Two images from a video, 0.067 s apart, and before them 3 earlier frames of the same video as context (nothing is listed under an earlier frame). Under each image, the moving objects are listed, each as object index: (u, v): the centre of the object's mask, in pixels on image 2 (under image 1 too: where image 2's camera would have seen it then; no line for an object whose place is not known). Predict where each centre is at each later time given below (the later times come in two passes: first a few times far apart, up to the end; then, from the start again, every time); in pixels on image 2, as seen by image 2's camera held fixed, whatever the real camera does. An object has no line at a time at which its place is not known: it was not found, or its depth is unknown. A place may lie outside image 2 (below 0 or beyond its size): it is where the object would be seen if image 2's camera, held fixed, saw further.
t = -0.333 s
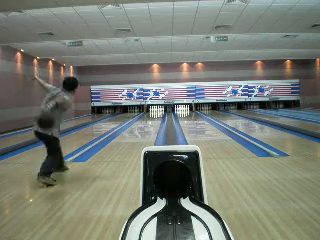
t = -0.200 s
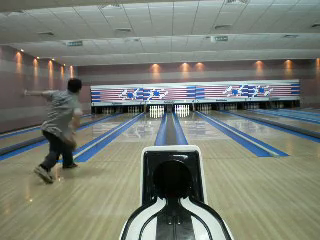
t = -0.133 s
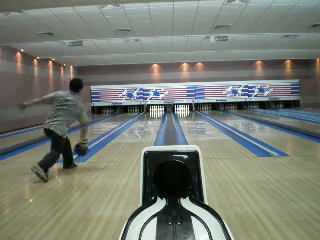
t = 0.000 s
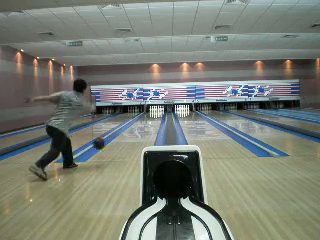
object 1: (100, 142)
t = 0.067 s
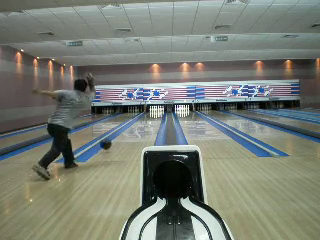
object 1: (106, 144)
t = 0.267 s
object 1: (121, 137)
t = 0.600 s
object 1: (136, 128)
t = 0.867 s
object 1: (143, 122)
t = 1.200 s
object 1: (149, 118)
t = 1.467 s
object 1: (153, 116)
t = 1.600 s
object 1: (154, 115)
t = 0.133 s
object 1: (111, 142)
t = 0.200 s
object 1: (116, 139)
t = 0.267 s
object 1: (121, 137)
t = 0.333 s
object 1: (124, 135)
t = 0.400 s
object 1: (128, 133)
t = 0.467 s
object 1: (131, 131)
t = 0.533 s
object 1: (133, 129)
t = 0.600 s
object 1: (136, 128)
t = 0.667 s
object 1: (138, 126)
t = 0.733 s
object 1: (140, 125)
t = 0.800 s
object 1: (142, 124)
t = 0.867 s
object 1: (143, 122)
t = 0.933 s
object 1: (145, 121)
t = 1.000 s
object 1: (146, 121)
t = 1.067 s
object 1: (147, 120)
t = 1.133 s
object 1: (148, 119)
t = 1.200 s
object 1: (149, 118)
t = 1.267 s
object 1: (150, 117)
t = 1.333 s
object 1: (151, 117)
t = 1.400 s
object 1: (152, 117)
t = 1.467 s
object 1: (153, 116)
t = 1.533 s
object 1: (153, 116)
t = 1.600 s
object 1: (154, 115)
